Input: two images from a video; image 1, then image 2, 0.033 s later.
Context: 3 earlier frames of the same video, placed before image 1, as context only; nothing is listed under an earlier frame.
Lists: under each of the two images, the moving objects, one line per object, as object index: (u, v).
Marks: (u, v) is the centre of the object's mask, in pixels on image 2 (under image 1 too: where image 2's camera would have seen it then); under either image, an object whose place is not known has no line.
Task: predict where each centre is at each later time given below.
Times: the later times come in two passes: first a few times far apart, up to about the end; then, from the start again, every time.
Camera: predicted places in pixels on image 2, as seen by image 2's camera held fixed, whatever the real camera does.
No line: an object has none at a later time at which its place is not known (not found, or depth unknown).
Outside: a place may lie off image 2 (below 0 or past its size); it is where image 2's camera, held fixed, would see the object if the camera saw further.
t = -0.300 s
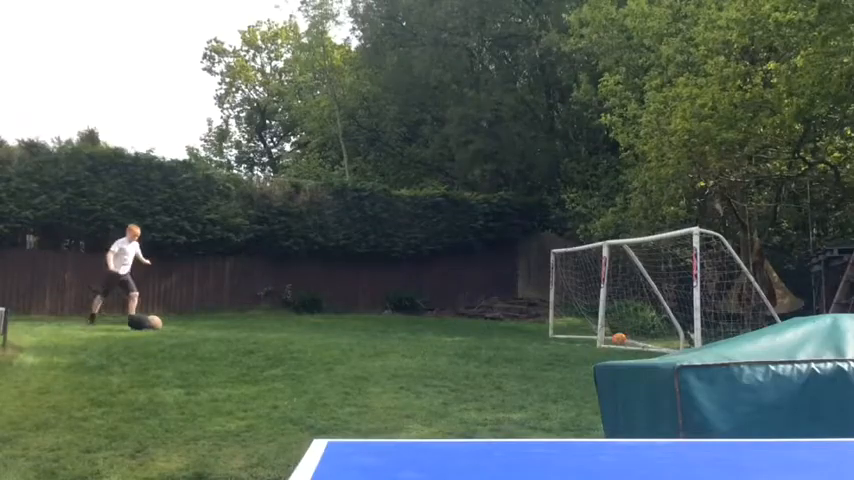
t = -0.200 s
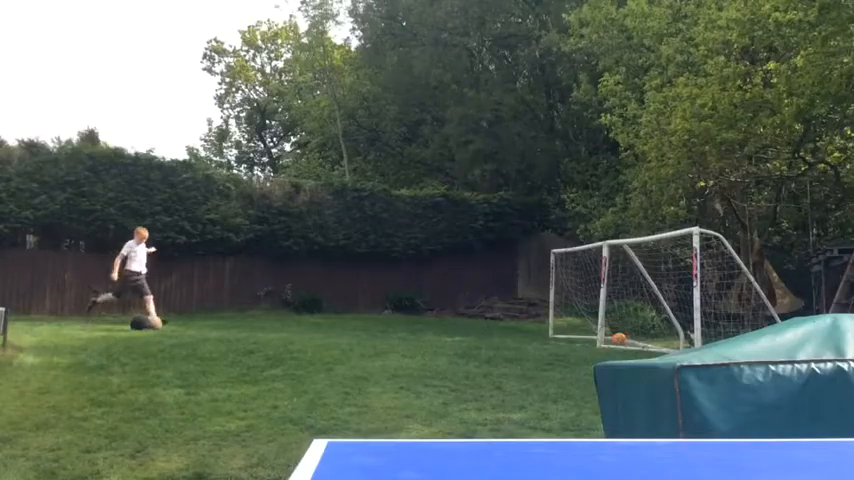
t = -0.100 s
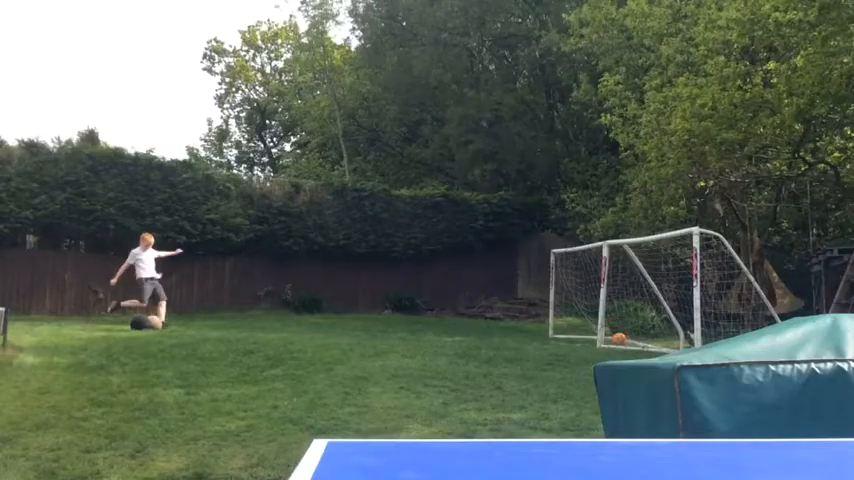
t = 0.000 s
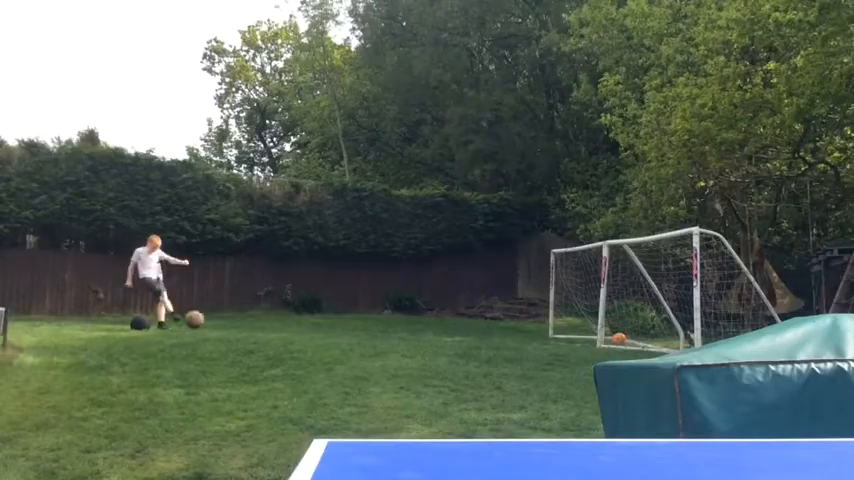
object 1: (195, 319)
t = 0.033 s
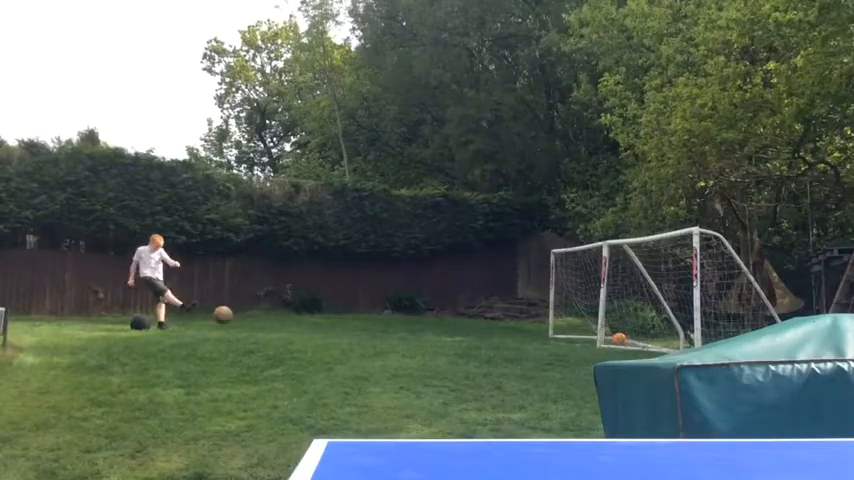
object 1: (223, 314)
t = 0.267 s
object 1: (427, 313)
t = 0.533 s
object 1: (650, 342)
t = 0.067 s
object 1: (253, 311)
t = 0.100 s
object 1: (281, 309)
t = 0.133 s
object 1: (309, 308)
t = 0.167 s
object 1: (338, 307)
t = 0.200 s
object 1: (367, 308)
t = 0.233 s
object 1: (397, 309)
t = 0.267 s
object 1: (427, 313)
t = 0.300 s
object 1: (457, 316)
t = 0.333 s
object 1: (487, 320)
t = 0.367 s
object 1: (518, 325)
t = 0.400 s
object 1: (547, 333)
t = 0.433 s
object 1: (579, 340)
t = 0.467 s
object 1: (605, 343)
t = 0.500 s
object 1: (631, 342)
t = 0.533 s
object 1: (650, 342)
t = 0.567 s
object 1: (673, 341)
